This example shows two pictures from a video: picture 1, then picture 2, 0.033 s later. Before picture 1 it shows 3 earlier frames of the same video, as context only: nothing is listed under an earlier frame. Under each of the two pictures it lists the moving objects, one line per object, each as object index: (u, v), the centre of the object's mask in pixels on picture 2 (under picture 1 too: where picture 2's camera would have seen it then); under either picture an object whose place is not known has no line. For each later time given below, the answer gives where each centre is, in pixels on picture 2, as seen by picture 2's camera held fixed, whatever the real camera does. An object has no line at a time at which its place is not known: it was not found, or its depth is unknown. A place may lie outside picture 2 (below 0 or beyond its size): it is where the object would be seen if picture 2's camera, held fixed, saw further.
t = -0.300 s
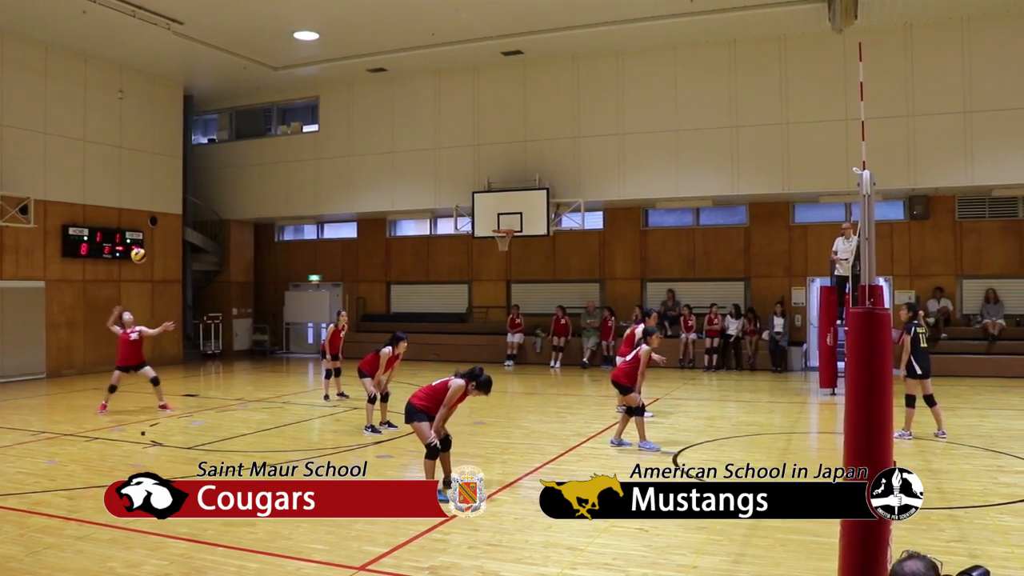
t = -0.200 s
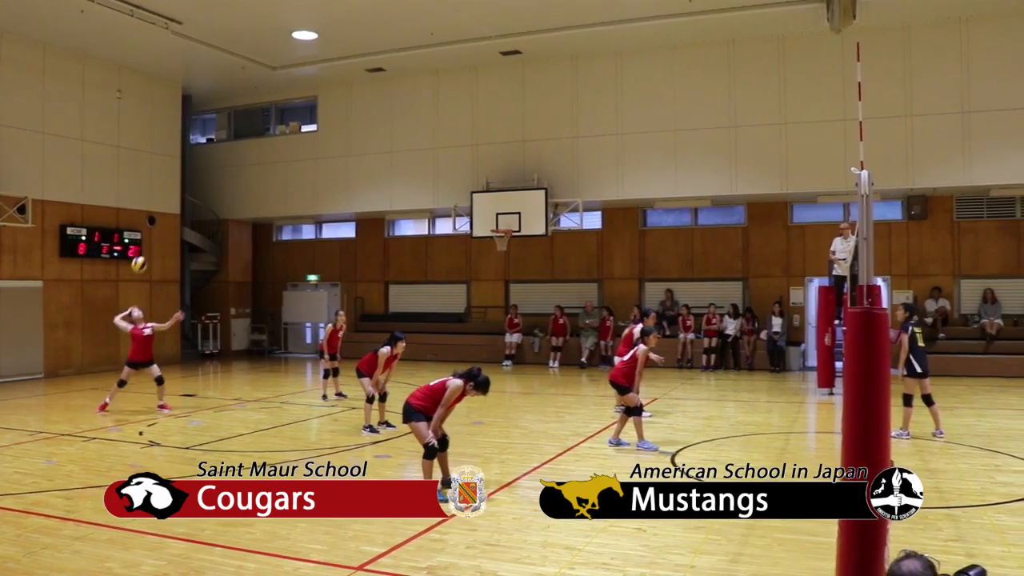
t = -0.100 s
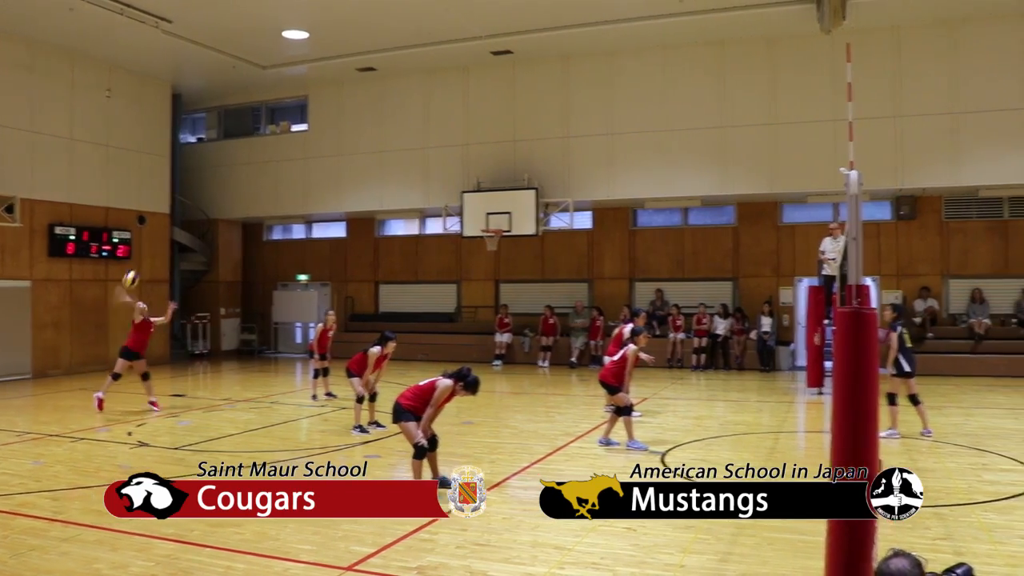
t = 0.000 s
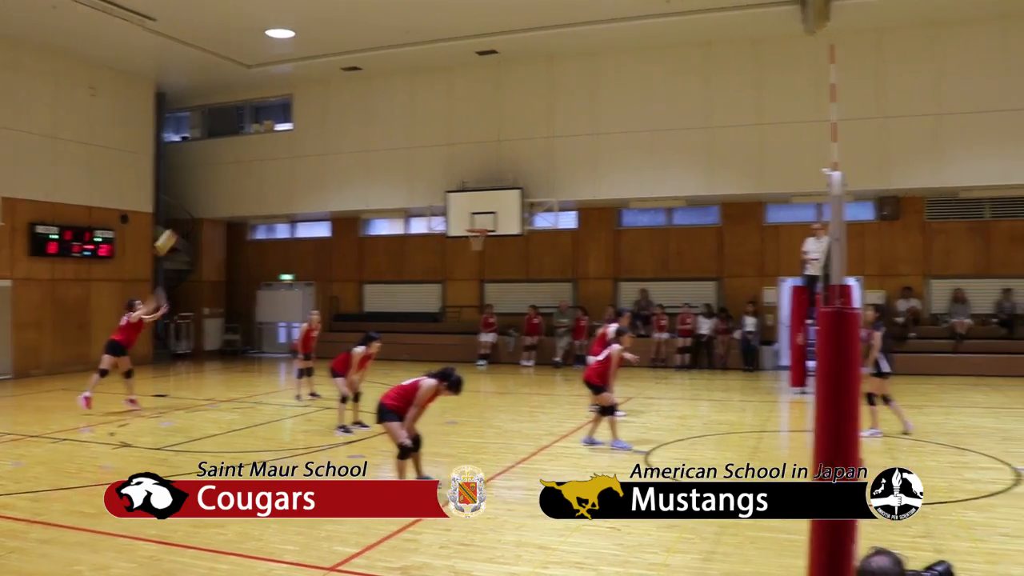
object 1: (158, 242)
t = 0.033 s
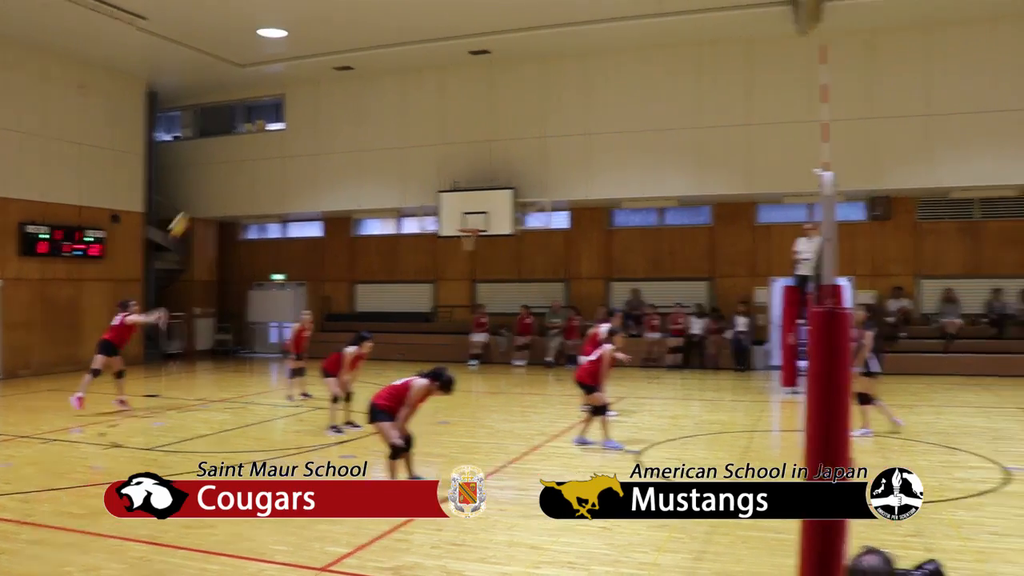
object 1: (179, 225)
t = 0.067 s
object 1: (199, 209)
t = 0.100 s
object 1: (220, 194)
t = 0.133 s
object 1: (241, 179)
